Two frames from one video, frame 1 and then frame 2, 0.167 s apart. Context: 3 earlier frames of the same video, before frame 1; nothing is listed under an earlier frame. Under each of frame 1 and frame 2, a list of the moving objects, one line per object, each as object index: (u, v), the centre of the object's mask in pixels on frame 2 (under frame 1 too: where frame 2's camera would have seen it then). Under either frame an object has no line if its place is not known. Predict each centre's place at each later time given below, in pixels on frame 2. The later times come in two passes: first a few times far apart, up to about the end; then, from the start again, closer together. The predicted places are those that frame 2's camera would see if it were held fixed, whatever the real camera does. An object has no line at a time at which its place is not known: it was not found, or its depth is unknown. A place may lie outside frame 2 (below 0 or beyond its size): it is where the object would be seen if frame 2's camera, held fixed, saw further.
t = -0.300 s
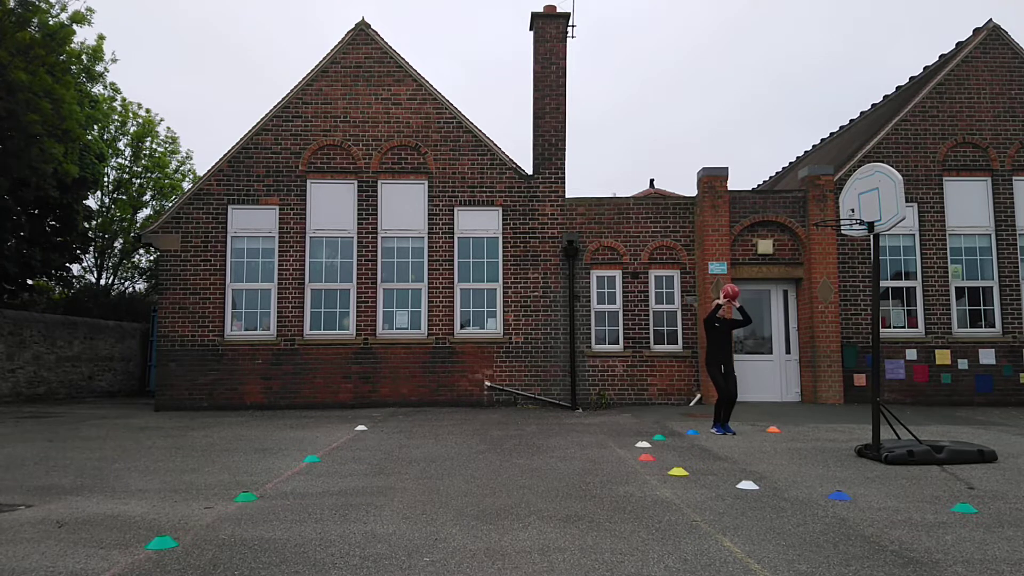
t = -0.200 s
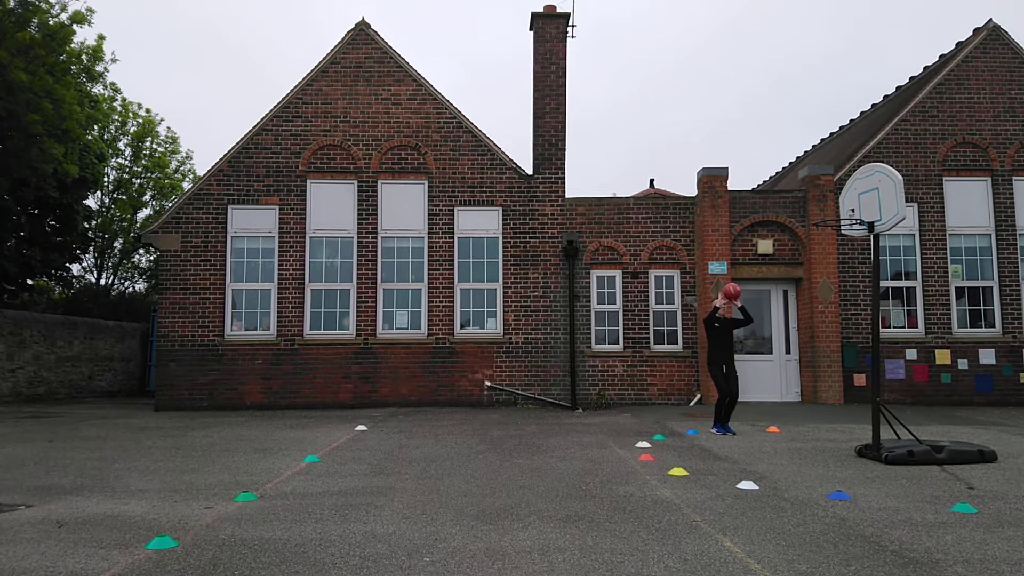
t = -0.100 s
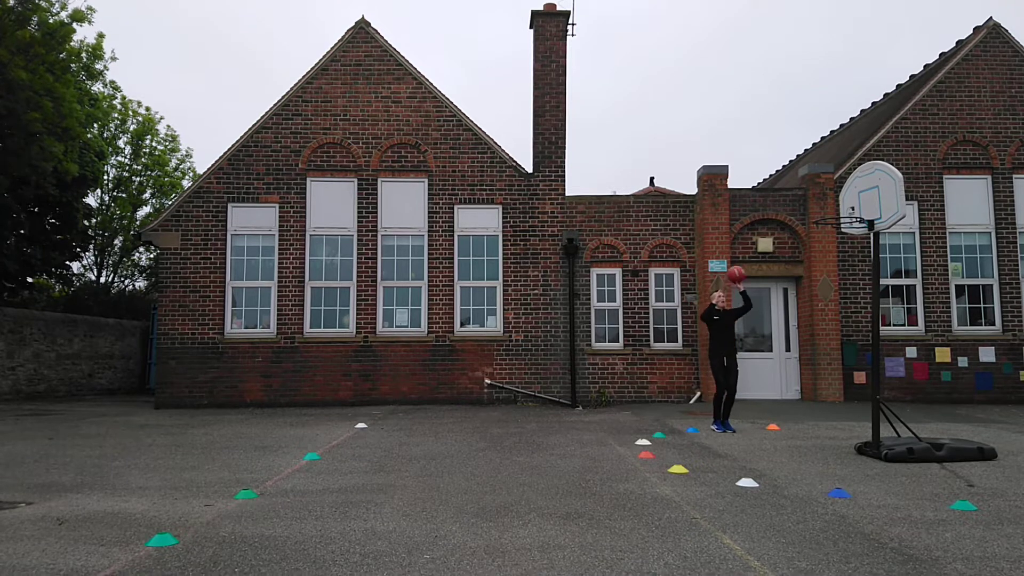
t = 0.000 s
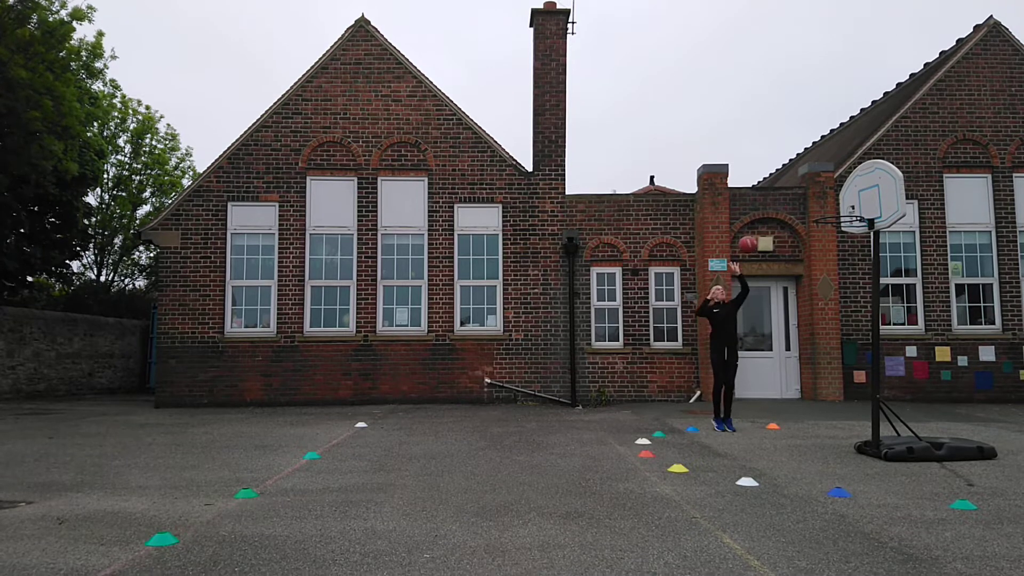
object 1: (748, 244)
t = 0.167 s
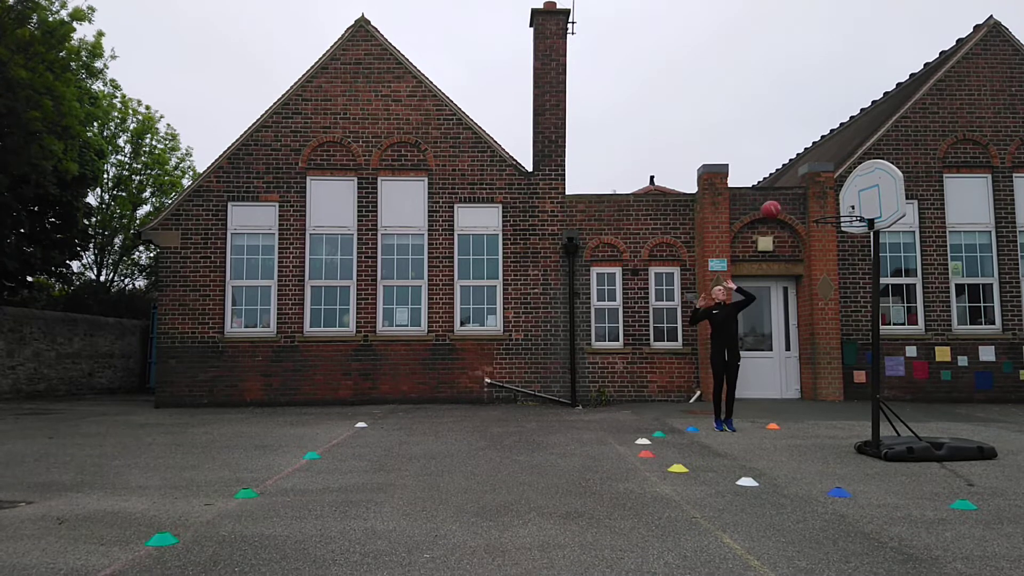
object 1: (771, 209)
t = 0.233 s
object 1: (781, 201)
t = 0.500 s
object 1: (826, 203)
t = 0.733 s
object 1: (875, 262)
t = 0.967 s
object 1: (935, 390)
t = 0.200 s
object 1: (776, 205)
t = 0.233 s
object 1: (781, 201)
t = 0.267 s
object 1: (786, 198)
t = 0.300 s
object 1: (792, 196)
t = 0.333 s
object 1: (797, 195)
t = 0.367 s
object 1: (803, 194)
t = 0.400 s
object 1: (808, 195)
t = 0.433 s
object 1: (814, 197)
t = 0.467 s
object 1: (820, 200)
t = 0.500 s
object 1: (826, 203)
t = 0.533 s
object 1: (833, 208)
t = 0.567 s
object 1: (839, 214)
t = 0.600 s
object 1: (846, 221)
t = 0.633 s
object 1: (853, 229)
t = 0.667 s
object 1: (860, 239)
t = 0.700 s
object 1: (867, 249)
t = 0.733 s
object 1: (875, 262)
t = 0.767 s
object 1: (883, 274)
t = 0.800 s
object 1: (891, 290)
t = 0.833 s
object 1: (900, 307)
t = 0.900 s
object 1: (917, 345)
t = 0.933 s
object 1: (926, 367)
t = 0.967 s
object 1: (935, 390)
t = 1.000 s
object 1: (945, 416)
